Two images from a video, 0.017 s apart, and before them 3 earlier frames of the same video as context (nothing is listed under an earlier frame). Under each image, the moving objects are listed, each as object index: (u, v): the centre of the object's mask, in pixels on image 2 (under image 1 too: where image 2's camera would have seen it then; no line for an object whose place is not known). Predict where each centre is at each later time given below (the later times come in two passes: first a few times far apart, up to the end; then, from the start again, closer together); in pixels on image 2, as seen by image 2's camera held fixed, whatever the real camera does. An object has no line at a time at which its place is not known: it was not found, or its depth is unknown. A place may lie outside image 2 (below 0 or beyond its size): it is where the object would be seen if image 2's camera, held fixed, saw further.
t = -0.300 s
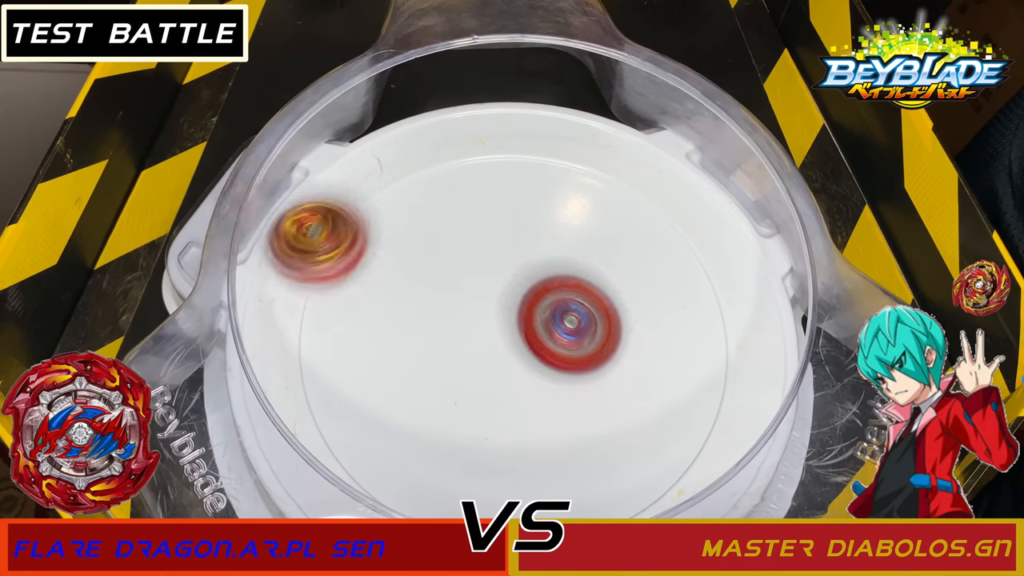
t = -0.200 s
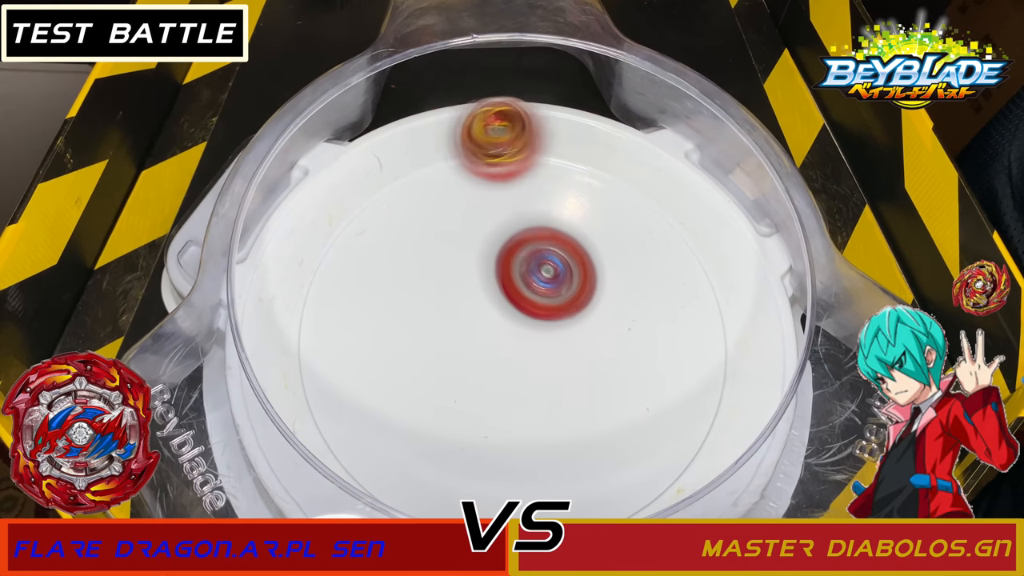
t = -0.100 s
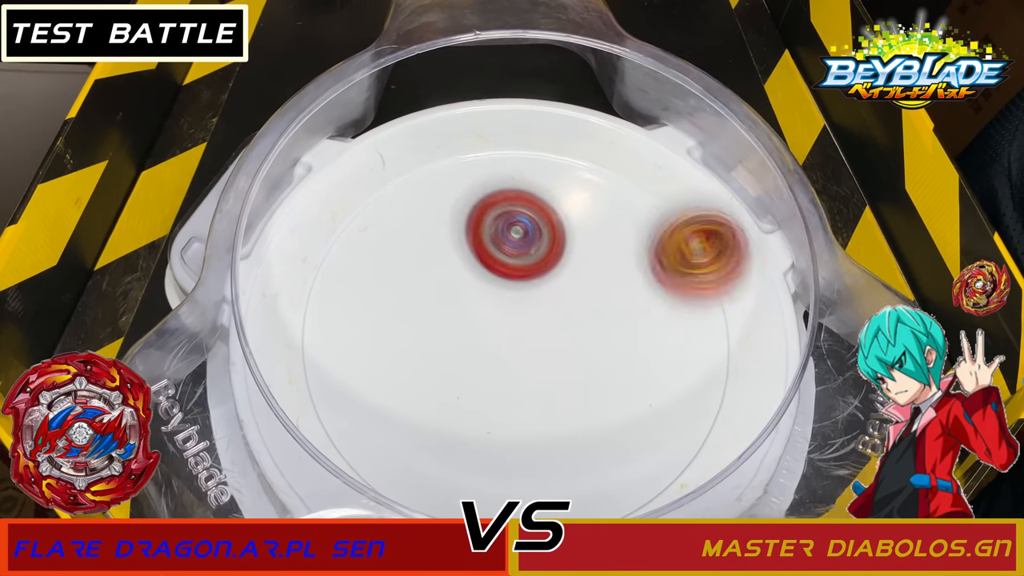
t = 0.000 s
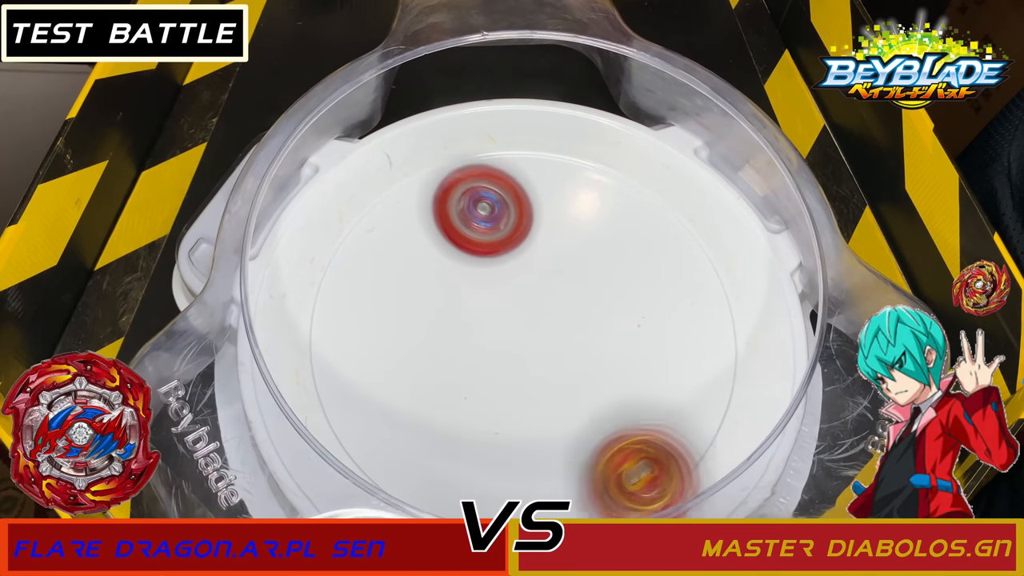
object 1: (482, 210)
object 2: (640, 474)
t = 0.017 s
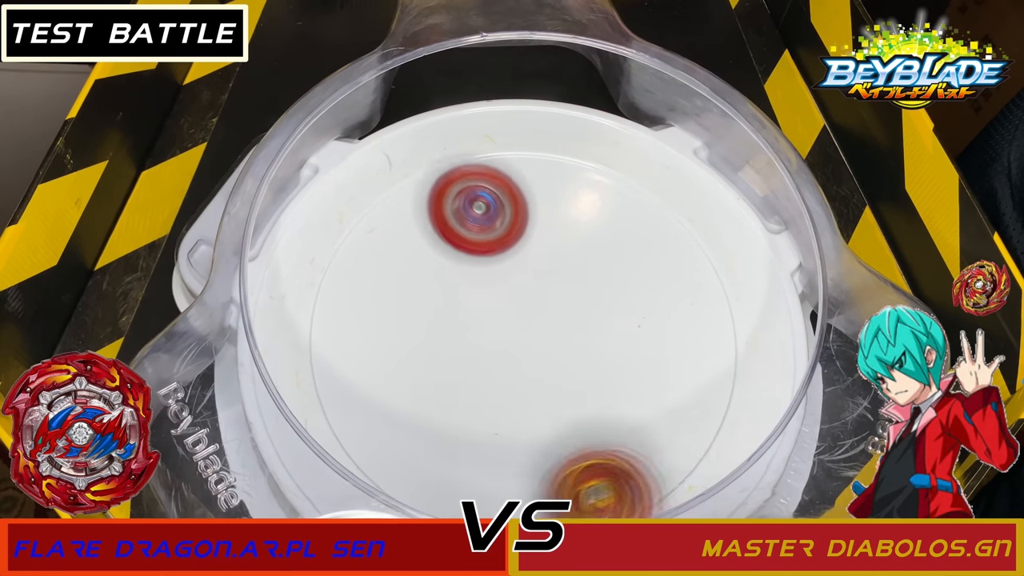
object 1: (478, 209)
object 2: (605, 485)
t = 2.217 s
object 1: (632, 394)
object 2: (495, 216)
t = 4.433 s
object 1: (529, 262)
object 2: (510, 363)
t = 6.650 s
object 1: (433, 281)
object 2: (543, 323)
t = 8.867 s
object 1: (426, 364)
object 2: (500, 276)
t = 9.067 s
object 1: (408, 327)
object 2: (523, 288)
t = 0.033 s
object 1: (473, 209)
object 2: (564, 489)
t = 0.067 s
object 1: (464, 210)
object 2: (461, 489)
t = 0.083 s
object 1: (459, 211)
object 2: (422, 479)
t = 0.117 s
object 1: (451, 215)
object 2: (346, 438)
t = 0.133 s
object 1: (447, 217)
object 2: (322, 404)
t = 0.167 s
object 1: (439, 223)
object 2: (303, 320)
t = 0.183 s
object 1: (436, 226)
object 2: (309, 281)
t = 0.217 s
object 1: (441, 234)
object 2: (338, 214)
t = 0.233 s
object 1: (460, 238)
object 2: (349, 182)
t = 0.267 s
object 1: (498, 248)
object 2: (380, 137)
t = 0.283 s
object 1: (517, 254)
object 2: (408, 129)
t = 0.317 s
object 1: (550, 263)
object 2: (463, 110)
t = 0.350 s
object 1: (581, 269)
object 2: (515, 91)
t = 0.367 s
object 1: (596, 273)
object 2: (545, 89)
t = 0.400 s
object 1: (622, 279)
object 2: (579, 106)
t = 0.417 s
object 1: (634, 280)
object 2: (578, 128)
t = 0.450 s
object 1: (656, 283)
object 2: (576, 181)
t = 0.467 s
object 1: (665, 284)
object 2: (574, 210)
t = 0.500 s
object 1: (680, 284)
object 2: (567, 266)
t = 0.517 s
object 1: (686, 284)
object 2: (561, 295)
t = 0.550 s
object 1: (694, 282)
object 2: (546, 354)
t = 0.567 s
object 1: (697, 280)
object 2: (537, 383)
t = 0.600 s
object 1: (700, 277)
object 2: (514, 437)
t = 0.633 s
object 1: (698, 273)
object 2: (486, 473)
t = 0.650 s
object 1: (696, 271)
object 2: (470, 485)
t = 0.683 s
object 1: (690, 266)
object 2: (442, 504)
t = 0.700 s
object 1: (687, 264)
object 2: (429, 506)
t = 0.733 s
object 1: (679, 259)
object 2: (419, 493)
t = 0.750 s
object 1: (673, 258)
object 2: (415, 485)
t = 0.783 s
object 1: (663, 256)
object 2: (407, 467)
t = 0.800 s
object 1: (657, 255)
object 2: (402, 449)
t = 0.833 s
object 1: (643, 255)
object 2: (396, 410)
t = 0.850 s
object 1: (637, 255)
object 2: (393, 390)
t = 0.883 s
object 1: (623, 257)
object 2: (390, 349)
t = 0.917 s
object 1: (610, 261)
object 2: (387, 308)
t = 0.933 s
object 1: (603, 263)
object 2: (386, 287)
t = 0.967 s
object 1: (591, 269)
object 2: (385, 247)
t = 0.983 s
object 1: (586, 271)
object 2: (386, 227)
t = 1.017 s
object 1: (575, 278)
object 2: (394, 187)
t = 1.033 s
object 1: (570, 281)
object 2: (407, 173)
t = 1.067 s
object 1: (562, 289)
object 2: (442, 159)
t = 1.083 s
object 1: (559, 293)
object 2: (459, 155)
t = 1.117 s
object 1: (553, 303)
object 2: (500, 157)
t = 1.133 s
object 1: (551, 307)
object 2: (523, 160)
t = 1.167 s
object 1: (548, 318)
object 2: (567, 173)
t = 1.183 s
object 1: (548, 322)
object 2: (589, 182)
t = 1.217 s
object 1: (550, 332)
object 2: (628, 206)
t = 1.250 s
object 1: (554, 342)
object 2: (663, 236)
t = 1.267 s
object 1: (557, 346)
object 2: (678, 253)
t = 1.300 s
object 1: (564, 354)
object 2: (704, 290)
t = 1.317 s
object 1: (568, 357)
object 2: (714, 309)
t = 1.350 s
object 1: (577, 363)
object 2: (725, 351)
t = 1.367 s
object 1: (582, 365)
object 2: (727, 373)
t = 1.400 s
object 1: (592, 371)
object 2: (720, 416)
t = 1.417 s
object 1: (597, 375)
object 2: (711, 437)
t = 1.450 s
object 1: (607, 381)
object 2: (670, 471)
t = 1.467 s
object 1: (611, 384)
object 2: (644, 481)
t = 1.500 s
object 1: (619, 391)
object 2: (592, 492)
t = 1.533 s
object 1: (625, 396)
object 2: (519, 495)
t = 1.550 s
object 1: (628, 398)
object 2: (476, 494)
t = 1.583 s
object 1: (631, 400)
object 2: (412, 493)
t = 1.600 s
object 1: (633, 401)
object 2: (377, 492)
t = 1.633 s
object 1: (635, 402)
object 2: (305, 484)
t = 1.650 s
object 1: (635, 402)
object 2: (277, 474)
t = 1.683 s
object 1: (633, 402)
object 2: (229, 445)
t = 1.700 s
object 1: (632, 402)
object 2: (202, 437)
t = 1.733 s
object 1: (626, 400)
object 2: (191, 449)
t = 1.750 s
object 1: (622, 398)
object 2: (191, 462)
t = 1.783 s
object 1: (613, 394)
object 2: (191, 461)
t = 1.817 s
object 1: (601, 391)
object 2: (205, 438)
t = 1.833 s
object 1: (596, 389)
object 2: (227, 425)
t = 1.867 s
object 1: (584, 384)
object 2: (266, 408)
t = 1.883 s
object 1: (578, 381)
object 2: (287, 401)
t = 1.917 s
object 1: (566, 376)
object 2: (331, 397)
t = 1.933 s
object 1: (559, 374)
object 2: (352, 387)
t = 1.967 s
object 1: (547, 371)
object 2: (399, 369)
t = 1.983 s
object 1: (541, 370)
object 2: (421, 361)
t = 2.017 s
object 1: (558, 377)
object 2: (440, 333)
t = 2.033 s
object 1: (572, 382)
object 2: (443, 319)
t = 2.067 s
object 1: (597, 390)
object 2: (450, 289)
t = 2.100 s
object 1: (615, 396)
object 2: (457, 264)
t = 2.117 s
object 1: (621, 397)
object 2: (462, 253)
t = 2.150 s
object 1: (629, 397)
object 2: (472, 235)
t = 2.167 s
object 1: (631, 397)
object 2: (477, 228)
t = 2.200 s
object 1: (632, 395)
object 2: (489, 219)
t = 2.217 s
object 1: (632, 394)
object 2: (495, 216)
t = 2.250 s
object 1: (628, 390)
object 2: (509, 216)
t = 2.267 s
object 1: (626, 388)
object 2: (516, 219)
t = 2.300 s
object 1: (618, 383)
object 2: (532, 229)
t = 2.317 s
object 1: (613, 380)
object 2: (540, 236)
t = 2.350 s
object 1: (602, 377)
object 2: (554, 255)
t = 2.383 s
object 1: (592, 374)
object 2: (568, 279)
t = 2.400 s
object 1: (591, 384)
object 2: (571, 281)
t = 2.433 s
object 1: (585, 404)
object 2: (575, 286)
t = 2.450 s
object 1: (583, 412)
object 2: (576, 290)
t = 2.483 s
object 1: (578, 425)
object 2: (578, 300)
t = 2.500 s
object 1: (575, 429)
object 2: (578, 307)
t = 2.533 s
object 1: (571, 435)
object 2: (576, 323)
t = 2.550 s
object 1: (569, 436)
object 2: (574, 333)
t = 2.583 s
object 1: (558, 450)
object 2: (575, 338)
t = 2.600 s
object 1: (554, 457)
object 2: (576, 338)
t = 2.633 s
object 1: (542, 464)
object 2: (575, 338)
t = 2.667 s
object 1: (531, 469)
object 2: (568, 339)
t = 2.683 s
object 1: (527, 471)
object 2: (565, 340)
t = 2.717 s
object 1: (521, 471)
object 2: (555, 339)
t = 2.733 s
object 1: (518, 470)
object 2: (549, 337)
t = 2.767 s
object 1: (514, 469)
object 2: (540, 334)
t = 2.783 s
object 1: (512, 468)
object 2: (534, 332)
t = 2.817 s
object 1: (510, 465)
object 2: (526, 325)
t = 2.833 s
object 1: (509, 463)
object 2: (523, 322)
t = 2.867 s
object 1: (506, 457)
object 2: (517, 313)
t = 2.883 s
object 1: (504, 453)
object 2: (516, 309)
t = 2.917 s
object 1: (503, 445)
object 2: (513, 299)
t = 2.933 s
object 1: (501, 441)
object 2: (513, 294)
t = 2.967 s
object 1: (497, 431)
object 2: (515, 286)
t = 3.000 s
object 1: (493, 423)
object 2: (519, 280)
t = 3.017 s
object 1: (492, 419)
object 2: (522, 277)
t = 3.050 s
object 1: (486, 410)
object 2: (529, 275)
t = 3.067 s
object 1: (484, 406)
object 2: (531, 276)
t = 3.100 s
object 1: (479, 398)
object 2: (538, 278)
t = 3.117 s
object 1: (476, 395)
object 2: (540, 281)
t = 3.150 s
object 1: (470, 388)
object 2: (544, 285)
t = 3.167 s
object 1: (467, 385)
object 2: (544, 289)
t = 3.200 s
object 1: (463, 380)
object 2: (545, 295)
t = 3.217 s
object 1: (460, 377)
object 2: (544, 299)
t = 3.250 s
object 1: (453, 373)
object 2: (541, 305)
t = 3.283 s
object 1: (447, 368)
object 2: (534, 312)
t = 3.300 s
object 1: (444, 365)
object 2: (532, 314)
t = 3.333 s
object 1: (430, 363)
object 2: (535, 315)
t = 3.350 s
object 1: (418, 364)
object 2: (542, 311)
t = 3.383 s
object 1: (401, 364)
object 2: (556, 305)
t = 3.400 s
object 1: (393, 362)
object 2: (564, 303)
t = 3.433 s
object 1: (385, 358)
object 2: (579, 301)
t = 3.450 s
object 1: (382, 355)
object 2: (586, 301)
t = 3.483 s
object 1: (377, 349)
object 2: (600, 304)
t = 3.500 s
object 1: (376, 347)
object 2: (606, 307)
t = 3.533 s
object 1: (376, 341)
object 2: (616, 316)
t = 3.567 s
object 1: (377, 335)
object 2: (622, 329)
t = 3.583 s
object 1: (379, 332)
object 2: (621, 338)
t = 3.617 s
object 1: (383, 326)
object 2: (617, 354)
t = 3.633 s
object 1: (385, 323)
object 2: (611, 362)
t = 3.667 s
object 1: (390, 318)
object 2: (595, 373)
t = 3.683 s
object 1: (393, 316)
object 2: (584, 379)
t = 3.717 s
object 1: (399, 311)
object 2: (562, 382)
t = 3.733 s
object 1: (403, 310)
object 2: (548, 382)
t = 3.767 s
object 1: (409, 308)
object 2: (522, 377)
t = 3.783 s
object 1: (412, 306)
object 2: (509, 372)
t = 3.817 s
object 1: (413, 300)
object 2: (493, 363)
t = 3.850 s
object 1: (404, 284)
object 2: (496, 365)
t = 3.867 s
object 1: (399, 277)
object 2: (497, 370)
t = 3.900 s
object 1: (398, 265)
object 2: (502, 377)
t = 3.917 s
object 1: (400, 260)
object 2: (506, 377)
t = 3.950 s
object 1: (405, 255)
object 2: (513, 378)
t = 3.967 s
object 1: (408, 253)
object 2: (515, 377)
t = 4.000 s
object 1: (415, 251)
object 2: (518, 376)
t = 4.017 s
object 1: (418, 250)
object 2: (519, 373)
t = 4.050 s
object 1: (427, 249)
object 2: (520, 371)
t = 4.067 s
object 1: (432, 250)
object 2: (520, 369)
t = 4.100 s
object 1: (442, 251)
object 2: (519, 366)
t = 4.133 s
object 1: (451, 253)
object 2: (519, 362)
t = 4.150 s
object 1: (456, 254)
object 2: (517, 360)
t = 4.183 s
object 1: (465, 256)
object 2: (516, 358)
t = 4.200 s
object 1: (469, 258)
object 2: (515, 356)
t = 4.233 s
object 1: (477, 260)
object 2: (514, 355)
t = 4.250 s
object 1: (481, 261)
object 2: (513, 354)
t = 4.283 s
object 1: (488, 261)
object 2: (511, 356)
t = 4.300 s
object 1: (493, 260)
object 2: (512, 358)
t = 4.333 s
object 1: (503, 259)
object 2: (510, 361)
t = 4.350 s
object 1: (508, 258)
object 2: (511, 362)
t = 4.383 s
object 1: (517, 259)
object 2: (510, 363)
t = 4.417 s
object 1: (525, 261)
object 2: (509, 364)
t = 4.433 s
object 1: (529, 262)
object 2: (510, 363)
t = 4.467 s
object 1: (536, 265)
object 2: (508, 362)
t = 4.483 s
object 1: (539, 266)
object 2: (508, 362)
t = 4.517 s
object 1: (545, 268)
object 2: (507, 360)
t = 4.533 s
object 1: (549, 269)
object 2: (507, 360)
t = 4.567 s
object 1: (556, 270)
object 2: (507, 358)
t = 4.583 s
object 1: (560, 270)
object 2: (506, 358)
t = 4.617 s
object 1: (569, 272)
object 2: (506, 354)
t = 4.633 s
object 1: (574, 273)
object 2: (506, 353)
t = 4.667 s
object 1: (581, 275)
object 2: (505, 350)
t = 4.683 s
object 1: (584, 276)
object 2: (504, 349)
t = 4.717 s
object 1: (588, 277)
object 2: (504, 346)
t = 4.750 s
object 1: (592, 279)
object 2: (503, 342)
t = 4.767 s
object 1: (595, 280)
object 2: (503, 340)
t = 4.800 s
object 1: (600, 282)
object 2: (502, 337)
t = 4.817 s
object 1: (602, 283)
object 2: (501, 336)
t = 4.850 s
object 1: (607, 285)
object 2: (501, 333)
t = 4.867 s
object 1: (609, 287)
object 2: (500, 332)
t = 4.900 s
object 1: (613, 289)
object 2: (501, 330)
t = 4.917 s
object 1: (615, 290)
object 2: (501, 329)
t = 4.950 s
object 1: (618, 293)
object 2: (501, 329)
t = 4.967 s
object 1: (619, 294)
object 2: (502, 327)
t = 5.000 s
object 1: (619, 297)
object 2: (502, 327)
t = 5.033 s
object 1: (617, 300)
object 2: (502, 326)
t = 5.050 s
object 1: (614, 304)
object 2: (503, 325)
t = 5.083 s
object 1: (611, 311)
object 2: (503, 325)
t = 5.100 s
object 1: (609, 314)
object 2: (503, 325)
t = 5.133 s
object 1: (608, 321)
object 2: (499, 325)
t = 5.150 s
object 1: (607, 325)
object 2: (498, 326)
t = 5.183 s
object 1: (602, 333)
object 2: (493, 326)
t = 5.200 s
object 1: (601, 336)
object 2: (492, 327)
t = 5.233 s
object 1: (596, 344)
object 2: (487, 326)
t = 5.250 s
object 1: (594, 348)
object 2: (483, 327)
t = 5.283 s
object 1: (588, 355)
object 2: (479, 326)
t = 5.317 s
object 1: (581, 362)
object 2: (476, 326)
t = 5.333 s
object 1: (578, 365)
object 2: (474, 326)
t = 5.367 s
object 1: (571, 371)
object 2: (472, 327)
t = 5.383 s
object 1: (567, 374)
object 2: (472, 327)
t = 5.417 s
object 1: (561, 381)
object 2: (471, 327)
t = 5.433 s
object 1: (559, 385)
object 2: (468, 326)
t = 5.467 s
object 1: (556, 393)
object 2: (465, 325)
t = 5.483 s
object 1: (552, 396)
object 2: (465, 325)
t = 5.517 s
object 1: (547, 402)
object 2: (465, 325)
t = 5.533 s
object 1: (544, 404)
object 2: (466, 325)
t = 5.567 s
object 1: (537, 408)
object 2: (467, 324)
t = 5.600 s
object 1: (531, 411)
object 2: (468, 324)
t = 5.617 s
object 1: (526, 413)
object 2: (469, 324)
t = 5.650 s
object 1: (519, 415)
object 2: (471, 323)
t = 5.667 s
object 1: (514, 416)
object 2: (472, 323)
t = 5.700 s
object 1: (507, 418)
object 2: (474, 322)
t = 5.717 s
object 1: (503, 419)
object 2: (475, 321)
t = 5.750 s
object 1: (495, 421)
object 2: (477, 319)
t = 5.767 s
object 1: (491, 421)
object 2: (478, 319)
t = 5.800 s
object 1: (484, 422)
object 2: (480, 319)
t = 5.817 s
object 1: (480, 421)
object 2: (480, 319)
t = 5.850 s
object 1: (473, 420)
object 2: (481, 319)
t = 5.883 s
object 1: (467, 418)
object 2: (483, 318)
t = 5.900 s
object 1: (463, 416)
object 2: (484, 318)
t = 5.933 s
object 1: (457, 413)
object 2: (485, 318)
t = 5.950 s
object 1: (454, 411)
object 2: (487, 319)
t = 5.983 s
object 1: (449, 407)
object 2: (491, 318)
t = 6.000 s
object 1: (445, 405)
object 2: (492, 318)
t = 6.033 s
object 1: (441, 400)
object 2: (497, 319)
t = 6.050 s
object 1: (437, 398)
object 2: (499, 320)
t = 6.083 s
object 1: (432, 393)
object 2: (505, 322)
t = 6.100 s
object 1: (430, 390)
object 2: (508, 322)
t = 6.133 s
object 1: (425, 384)
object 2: (513, 325)
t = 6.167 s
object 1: (421, 379)
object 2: (520, 326)
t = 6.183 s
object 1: (420, 376)
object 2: (522, 327)
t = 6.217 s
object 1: (418, 369)
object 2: (527, 329)
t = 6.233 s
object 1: (416, 366)
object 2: (530, 329)
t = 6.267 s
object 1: (415, 360)
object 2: (533, 329)
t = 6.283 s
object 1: (414, 357)
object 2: (535, 330)
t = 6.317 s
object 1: (413, 350)
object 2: (539, 330)
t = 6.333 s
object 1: (412, 347)
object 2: (540, 330)
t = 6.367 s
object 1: (412, 340)
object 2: (543, 329)
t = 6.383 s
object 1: (412, 336)
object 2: (544, 328)
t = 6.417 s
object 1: (414, 328)
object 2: (546, 328)
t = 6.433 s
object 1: (414, 325)
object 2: (547, 327)
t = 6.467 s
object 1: (416, 317)
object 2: (547, 325)
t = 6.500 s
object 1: (418, 310)
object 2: (547, 324)
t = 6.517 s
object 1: (420, 306)
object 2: (547, 324)
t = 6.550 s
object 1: (423, 300)
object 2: (547, 323)
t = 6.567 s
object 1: (424, 296)
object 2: (546, 323)
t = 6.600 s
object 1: (427, 291)
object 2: (545, 323)
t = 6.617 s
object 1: (429, 287)
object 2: (544, 323)
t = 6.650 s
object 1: (433, 281)
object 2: (543, 323)
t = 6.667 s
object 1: (434, 278)
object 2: (541, 323)
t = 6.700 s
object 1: (439, 273)
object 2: (539, 324)
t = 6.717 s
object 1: (441, 271)
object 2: (538, 324)
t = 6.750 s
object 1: (447, 266)
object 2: (537, 324)
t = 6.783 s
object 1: (452, 262)
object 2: (535, 324)
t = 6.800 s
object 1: (455, 259)
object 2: (534, 325)
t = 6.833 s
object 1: (462, 255)
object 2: (533, 325)
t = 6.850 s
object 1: (463, 252)
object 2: (534, 326)
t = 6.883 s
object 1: (469, 247)
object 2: (534, 331)
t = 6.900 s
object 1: (472, 246)
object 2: (534, 333)
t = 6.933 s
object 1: (478, 243)
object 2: (534, 335)
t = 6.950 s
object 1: (481, 243)
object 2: (534, 335)
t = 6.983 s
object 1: (488, 241)
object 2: (534, 336)
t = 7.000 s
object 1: (492, 241)
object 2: (533, 336)
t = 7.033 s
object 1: (499, 240)
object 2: (533, 336)
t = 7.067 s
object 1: (507, 239)
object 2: (533, 336)
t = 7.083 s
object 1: (511, 240)
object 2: (533, 336)
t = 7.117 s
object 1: (519, 240)
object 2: (532, 337)
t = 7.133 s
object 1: (522, 240)
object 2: (532, 337)
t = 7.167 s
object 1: (529, 241)
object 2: (531, 337)
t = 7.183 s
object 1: (533, 242)
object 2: (531, 337)
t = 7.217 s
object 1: (539, 244)
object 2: (530, 337)
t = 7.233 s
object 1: (543, 245)
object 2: (529, 337)
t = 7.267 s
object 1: (549, 248)
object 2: (528, 337)
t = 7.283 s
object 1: (552, 250)
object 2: (527, 338)
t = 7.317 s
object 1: (558, 253)
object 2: (525, 338)
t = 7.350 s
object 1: (564, 256)
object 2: (522, 340)
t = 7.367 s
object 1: (566, 258)
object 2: (520, 340)
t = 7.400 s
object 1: (572, 262)
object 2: (517, 341)
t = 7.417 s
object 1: (574, 264)
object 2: (515, 341)
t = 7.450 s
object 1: (578, 269)
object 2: (511, 343)
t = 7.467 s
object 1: (580, 272)
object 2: (510, 343)
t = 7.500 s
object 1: (585, 277)
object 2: (506, 344)
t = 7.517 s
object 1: (586, 280)
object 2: (505, 345)
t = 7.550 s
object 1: (590, 285)
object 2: (503, 346)
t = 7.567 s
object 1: (592, 288)
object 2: (503, 346)
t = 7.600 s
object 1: (594, 295)
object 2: (502, 347)
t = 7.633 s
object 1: (596, 302)
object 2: (502, 346)
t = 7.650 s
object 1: (600, 304)
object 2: (499, 347)
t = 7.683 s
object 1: (606, 308)
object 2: (494, 349)
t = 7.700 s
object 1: (608, 311)
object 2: (492, 349)
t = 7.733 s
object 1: (611, 316)
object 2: (491, 350)
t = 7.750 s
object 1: (612, 318)
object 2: (490, 350)
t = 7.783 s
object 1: (612, 324)
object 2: (490, 348)
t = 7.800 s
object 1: (612, 327)
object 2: (490, 348)
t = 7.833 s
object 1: (611, 333)
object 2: (490, 346)
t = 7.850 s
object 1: (611, 337)
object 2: (491, 346)
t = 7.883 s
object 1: (608, 342)
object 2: (492, 343)
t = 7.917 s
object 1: (606, 348)
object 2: (492, 341)
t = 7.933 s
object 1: (605, 352)
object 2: (492, 340)
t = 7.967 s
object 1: (601, 358)
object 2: (493, 338)
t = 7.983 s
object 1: (599, 361)
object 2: (493, 337)
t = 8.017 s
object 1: (603, 368)
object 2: (485, 332)
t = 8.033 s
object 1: (604, 371)
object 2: (480, 328)
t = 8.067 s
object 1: (602, 377)
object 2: (471, 322)
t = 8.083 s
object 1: (601, 380)
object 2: (467, 319)
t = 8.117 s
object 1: (598, 383)
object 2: (462, 316)
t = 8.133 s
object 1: (595, 385)
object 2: (461, 314)
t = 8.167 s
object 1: (587, 388)
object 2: (459, 312)
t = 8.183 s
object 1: (584, 389)
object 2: (458, 311)
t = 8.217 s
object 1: (577, 391)
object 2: (458, 309)
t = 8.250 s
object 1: (568, 393)
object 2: (459, 309)
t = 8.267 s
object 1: (564, 393)
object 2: (459, 310)
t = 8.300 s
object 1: (556, 394)
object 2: (462, 310)
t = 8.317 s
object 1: (552, 395)
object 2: (463, 310)
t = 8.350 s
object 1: (544, 396)
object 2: (465, 310)
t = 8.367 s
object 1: (539, 396)
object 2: (466, 310)
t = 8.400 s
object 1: (529, 396)
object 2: (469, 310)
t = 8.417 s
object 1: (526, 396)
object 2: (470, 311)
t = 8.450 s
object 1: (517, 395)
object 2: (474, 311)
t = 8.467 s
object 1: (512, 395)
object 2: (475, 311)
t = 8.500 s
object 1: (503, 401)
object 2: (476, 302)
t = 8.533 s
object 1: (495, 403)
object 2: (477, 293)
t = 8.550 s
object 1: (492, 404)
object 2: (478, 288)
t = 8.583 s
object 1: (484, 403)
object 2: (480, 282)
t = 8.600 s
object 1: (480, 401)
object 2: (482, 279)
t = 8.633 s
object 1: (471, 399)
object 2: (486, 274)
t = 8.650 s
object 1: (467, 398)
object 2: (488, 273)
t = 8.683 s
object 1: (459, 393)
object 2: (491, 270)
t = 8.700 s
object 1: (455, 391)
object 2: (492, 268)
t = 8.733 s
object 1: (449, 386)
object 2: (494, 268)
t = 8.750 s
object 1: (445, 384)
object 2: (496, 269)
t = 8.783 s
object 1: (438, 379)
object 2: (497, 270)
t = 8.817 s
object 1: (432, 373)
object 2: (498, 272)
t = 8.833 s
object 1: (430, 370)
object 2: (499, 273)
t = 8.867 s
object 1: (426, 364)
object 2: (500, 276)
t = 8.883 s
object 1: (425, 361)
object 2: (501, 277)
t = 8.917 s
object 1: (422, 354)
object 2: (502, 281)
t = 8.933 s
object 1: (420, 351)
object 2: (503, 283)
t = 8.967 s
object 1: (418, 344)
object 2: (505, 285)
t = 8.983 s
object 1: (417, 340)
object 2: (505, 287)
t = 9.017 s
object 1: (416, 332)
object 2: (507, 290)
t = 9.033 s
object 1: (414, 331)
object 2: (511, 288)
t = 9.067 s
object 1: (408, 327)
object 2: (523, 288)
